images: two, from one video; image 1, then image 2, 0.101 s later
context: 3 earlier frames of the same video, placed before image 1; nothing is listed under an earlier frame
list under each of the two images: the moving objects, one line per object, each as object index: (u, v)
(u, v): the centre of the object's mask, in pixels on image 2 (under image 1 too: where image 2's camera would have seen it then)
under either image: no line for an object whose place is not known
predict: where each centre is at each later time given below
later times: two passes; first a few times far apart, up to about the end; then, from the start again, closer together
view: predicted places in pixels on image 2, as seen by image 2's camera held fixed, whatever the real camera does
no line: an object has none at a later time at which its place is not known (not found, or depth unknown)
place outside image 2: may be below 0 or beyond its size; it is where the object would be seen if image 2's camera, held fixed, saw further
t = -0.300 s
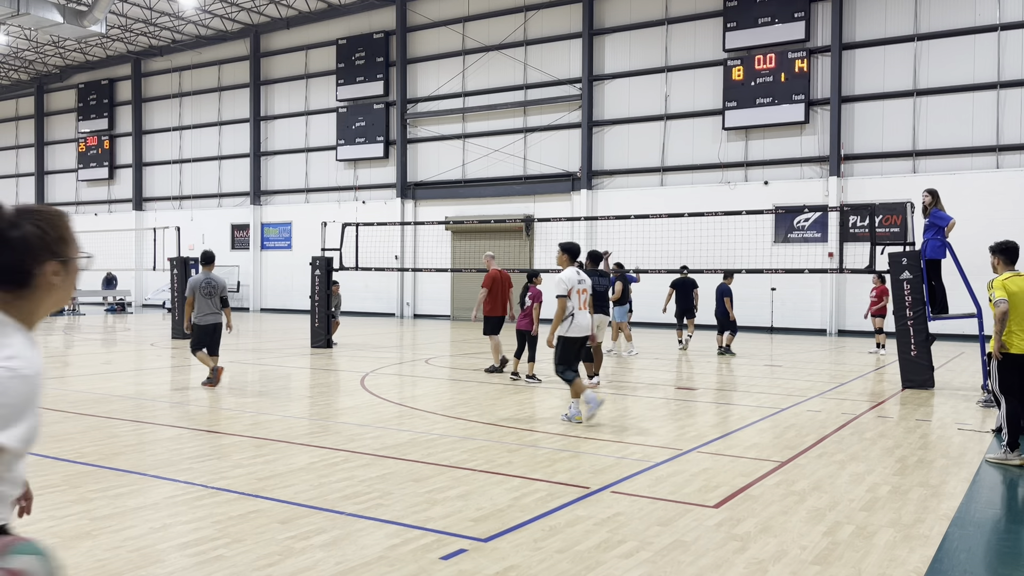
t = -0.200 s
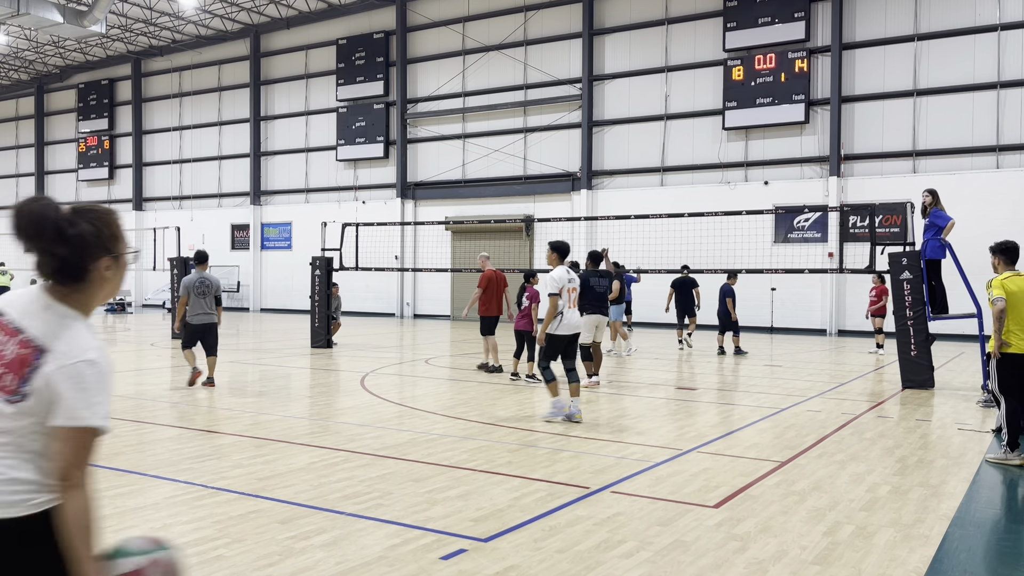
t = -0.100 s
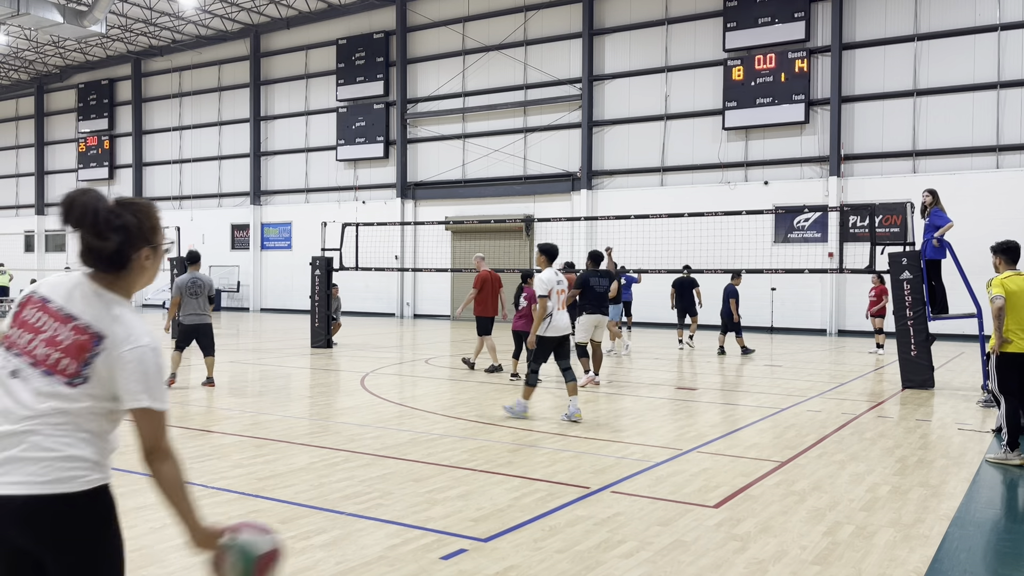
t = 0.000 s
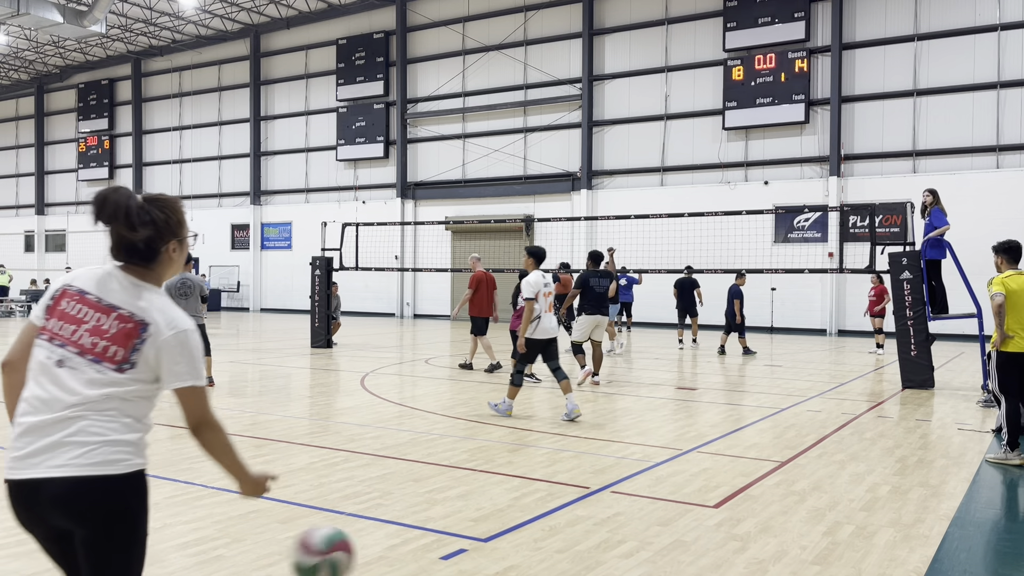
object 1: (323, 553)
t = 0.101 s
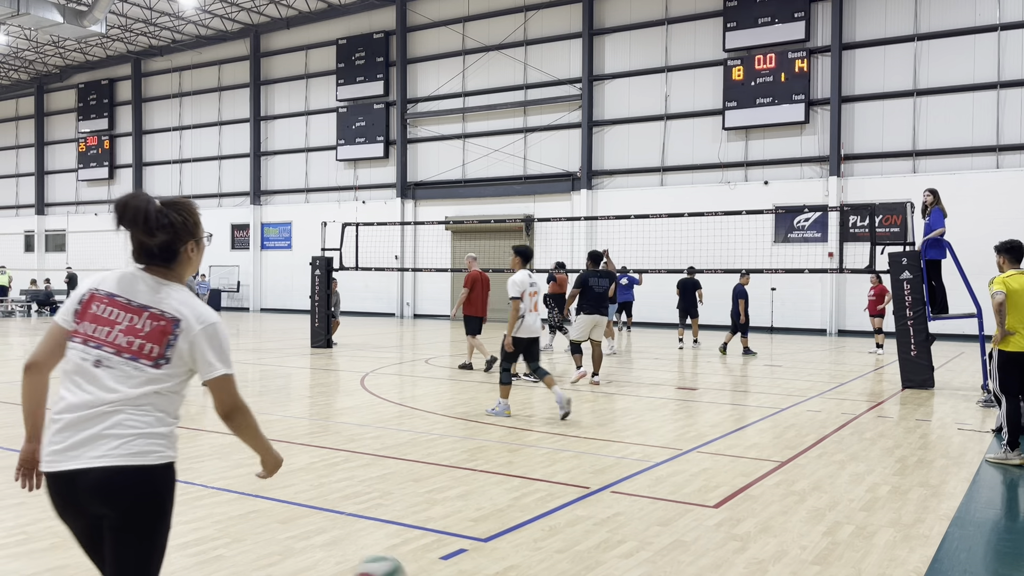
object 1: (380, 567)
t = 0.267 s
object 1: (434, 511)
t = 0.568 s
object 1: (493, 457)
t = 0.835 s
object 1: (530, 459)
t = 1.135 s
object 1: (563, 431)
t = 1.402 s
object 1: (586, 417)
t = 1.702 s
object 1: (606, 428)
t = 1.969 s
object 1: (620, 400)
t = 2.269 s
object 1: (632, 393)
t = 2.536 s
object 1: (641, 388)
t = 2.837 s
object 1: (649, 383)
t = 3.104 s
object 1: (655, 379)
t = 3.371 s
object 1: (661, 374)
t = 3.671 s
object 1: (665, 371)
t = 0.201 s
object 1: (417, 554)
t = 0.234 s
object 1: (425, 531)
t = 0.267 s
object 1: (434, 511)
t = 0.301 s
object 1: (442, 495)
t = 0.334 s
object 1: (449, 481)
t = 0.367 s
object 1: (457, 470)
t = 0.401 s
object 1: (463, 462)
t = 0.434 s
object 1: (470, 457)
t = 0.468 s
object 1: (476, 454)
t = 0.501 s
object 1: (482, 453)
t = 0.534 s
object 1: (487, 454)
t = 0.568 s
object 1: (493, 457)
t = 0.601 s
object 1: (498, 462)
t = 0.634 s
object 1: (503, 469)
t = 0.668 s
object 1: (507, 478)
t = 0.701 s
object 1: (512, 488)
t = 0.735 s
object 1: (516, 500)
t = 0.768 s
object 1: (521, 486)
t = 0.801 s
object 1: (526, 471)
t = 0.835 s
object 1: (530, 459)
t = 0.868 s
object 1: (534, 448)
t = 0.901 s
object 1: (539, 440)
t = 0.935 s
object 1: (542, 433)
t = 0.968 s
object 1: (546, 429)
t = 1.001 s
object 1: (550, 426)
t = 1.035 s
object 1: (554, 425)
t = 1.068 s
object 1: (557, 426)
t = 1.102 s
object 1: (560, 427)
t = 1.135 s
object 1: (563, 431)
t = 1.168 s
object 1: (566, 436)
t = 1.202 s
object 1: (569, 442)
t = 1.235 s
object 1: (572, 449)
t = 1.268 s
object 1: (575, 448)
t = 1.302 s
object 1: (578, 438)
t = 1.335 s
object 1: (581, 429)
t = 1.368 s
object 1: (584, 422)
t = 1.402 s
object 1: (586, 417)
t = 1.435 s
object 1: (588, 413)
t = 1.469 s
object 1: (591, 410)
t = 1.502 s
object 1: (593, 409)
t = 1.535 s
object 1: (595, 409)
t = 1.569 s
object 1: (598, 411)
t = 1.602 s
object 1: (600, 413)
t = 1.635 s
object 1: (602, 417)
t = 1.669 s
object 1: (604, 422)
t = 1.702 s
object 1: (606, 428)
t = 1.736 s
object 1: (608, 420)
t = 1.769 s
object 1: (610, 414)
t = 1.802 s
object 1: (612, 409)
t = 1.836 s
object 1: (613, 404)
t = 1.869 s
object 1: (615, 402)
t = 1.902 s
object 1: (617, 400)
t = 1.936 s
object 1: (619, 400)
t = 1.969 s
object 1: (620, 400)
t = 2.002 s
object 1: (622, 402)
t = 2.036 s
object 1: (624, 405)
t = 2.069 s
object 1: (625, 409)
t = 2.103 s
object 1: (626, 410)
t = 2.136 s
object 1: (628, 405)
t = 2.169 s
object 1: (629, 400)
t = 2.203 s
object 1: (630, 396)
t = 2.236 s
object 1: (631, 394)
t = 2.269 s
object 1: (632, 393)
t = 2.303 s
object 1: (634, 393)
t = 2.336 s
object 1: (635, 394)
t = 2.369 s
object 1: (636, 396)
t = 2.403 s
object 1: (637, 399)
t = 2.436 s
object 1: (638, 400)
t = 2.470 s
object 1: (639, 394)
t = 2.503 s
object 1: (640, 391)
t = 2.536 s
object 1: (641, 388)
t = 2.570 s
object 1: (642, 386)
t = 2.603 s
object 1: (643, 385)
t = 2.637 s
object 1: (644, 386)
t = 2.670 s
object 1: (645, 387)
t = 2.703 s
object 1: (646, 389)
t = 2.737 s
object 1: (646, 392)
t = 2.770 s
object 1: (648, 388)
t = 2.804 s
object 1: (648, 386)
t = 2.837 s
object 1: (649, 383)
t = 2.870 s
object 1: (650, 381)
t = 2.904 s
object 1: (651, 381)
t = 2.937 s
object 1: (652, 381)
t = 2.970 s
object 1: (652, 383)
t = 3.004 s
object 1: (653, 384)
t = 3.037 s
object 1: (654, 384)
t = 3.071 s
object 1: (655, 381)
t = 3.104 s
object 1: (655, 379)
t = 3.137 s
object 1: (656, 378)
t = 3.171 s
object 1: (657, 377)
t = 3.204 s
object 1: (657, 378)
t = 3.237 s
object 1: (658, 379)
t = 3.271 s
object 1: (659, 380)
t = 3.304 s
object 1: (659, 377)
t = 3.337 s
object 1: (660, 375)
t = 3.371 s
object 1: (661, 374)
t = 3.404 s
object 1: (661, 374)
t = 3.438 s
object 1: (662, 374)
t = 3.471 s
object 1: (662, 375)
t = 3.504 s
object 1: (663, 376)
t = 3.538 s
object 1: (663, 373)
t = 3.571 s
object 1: (663, 371)
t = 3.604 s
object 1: (664, 370)
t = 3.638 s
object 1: (664, 371)
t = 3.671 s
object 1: (665, 371)
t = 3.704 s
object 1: (665, 373)
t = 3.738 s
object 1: (666, 371)
